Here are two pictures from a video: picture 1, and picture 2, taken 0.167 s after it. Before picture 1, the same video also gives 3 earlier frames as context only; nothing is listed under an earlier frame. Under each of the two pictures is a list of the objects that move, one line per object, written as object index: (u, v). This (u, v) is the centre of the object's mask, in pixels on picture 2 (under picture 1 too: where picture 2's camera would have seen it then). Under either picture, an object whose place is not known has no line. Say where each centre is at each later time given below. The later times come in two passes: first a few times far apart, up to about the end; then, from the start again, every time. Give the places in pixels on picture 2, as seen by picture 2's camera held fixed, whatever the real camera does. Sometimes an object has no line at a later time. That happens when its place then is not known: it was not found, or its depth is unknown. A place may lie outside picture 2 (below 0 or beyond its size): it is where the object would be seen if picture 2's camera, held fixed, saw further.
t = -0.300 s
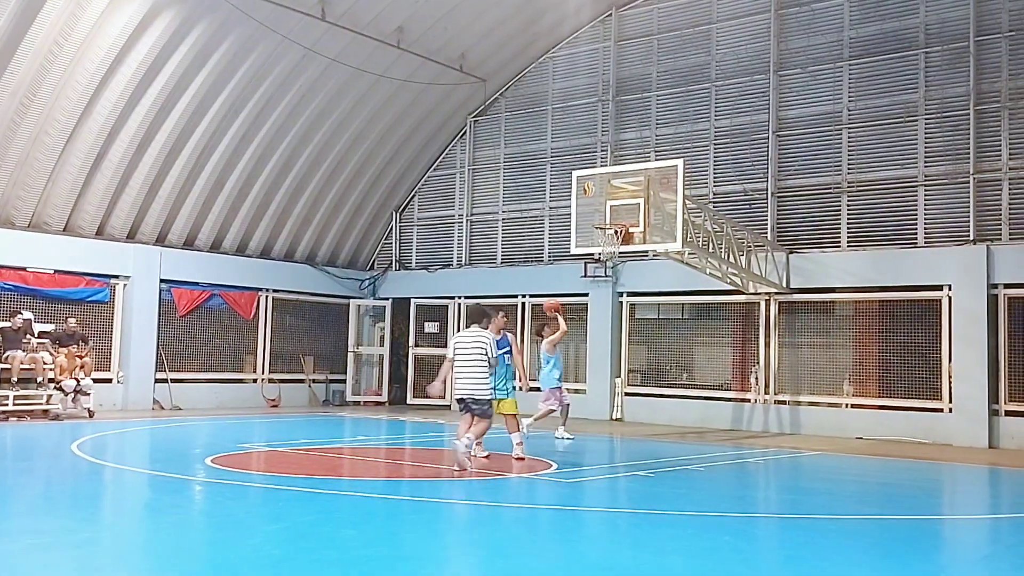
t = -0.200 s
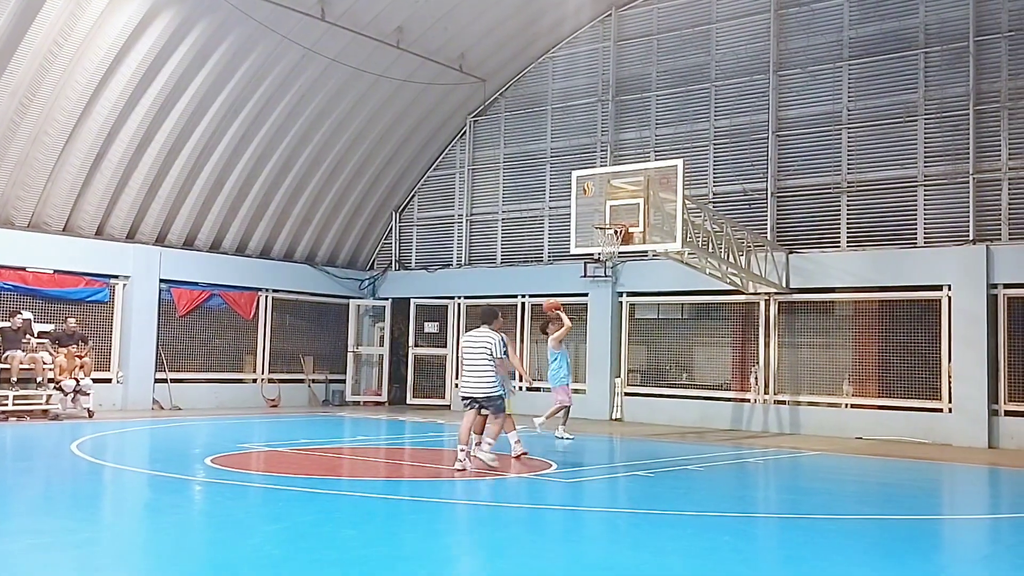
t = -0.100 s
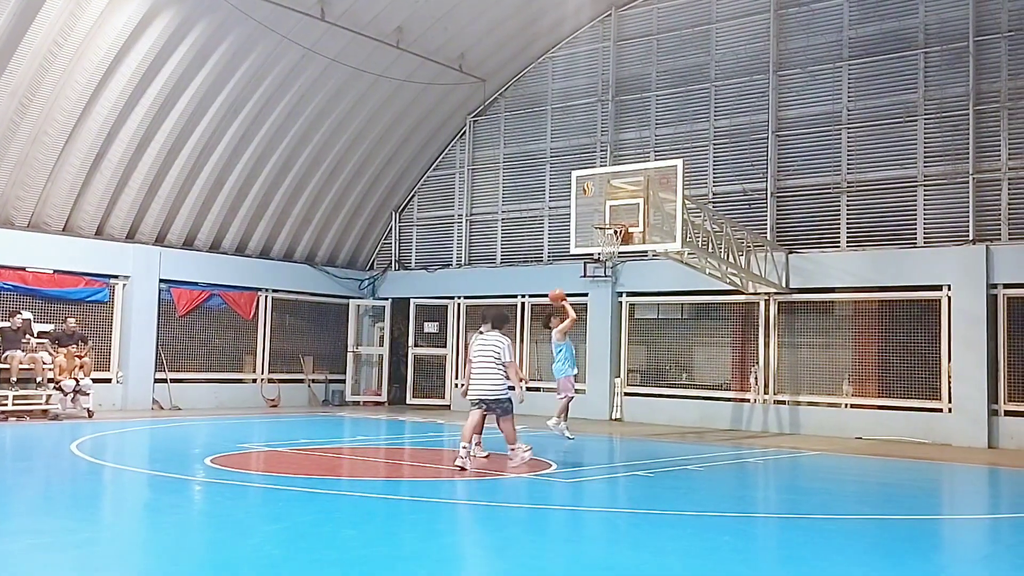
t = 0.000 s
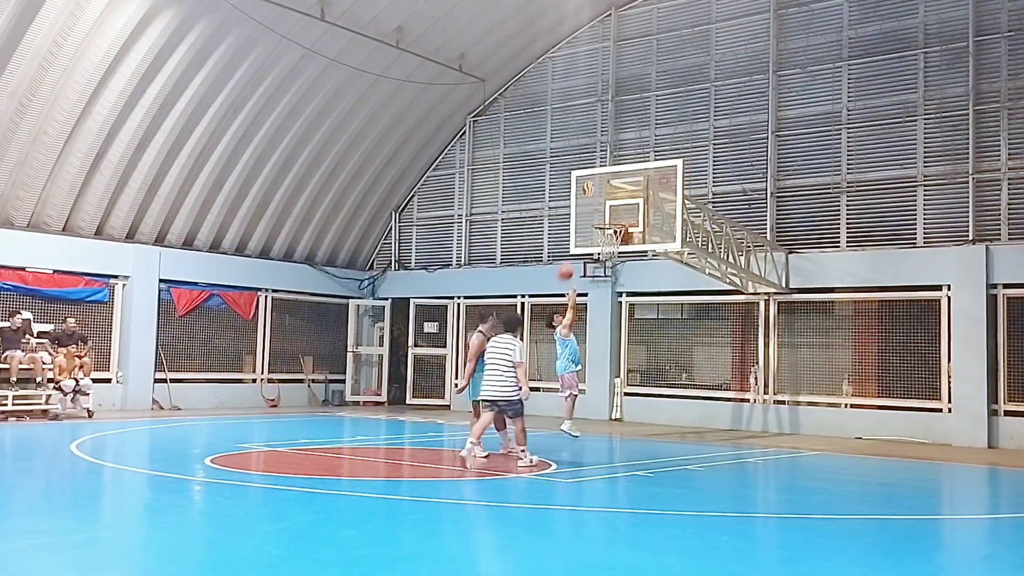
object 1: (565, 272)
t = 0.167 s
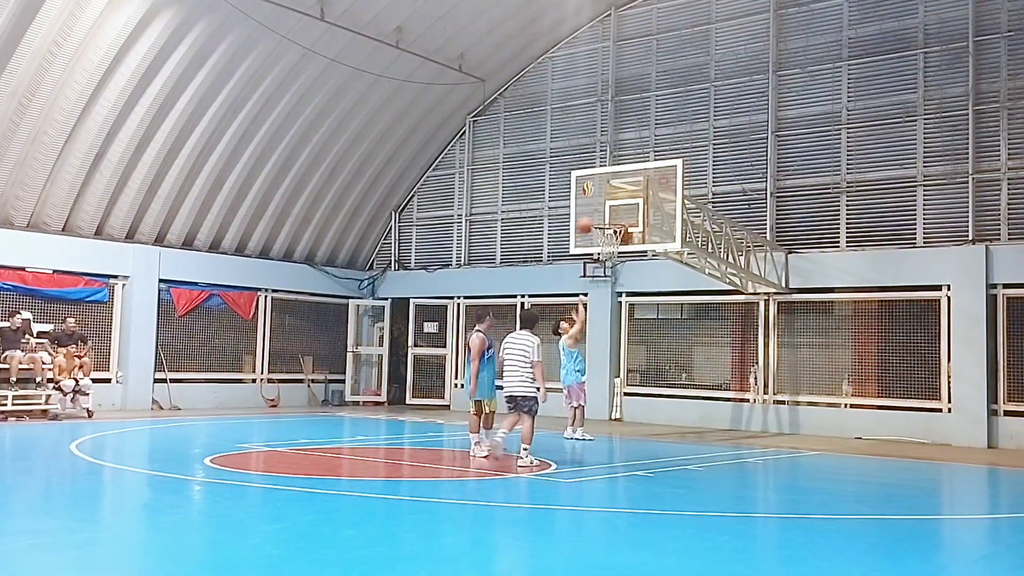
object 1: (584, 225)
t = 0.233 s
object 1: (588, 216)
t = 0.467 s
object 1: (596, 213)
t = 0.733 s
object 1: (603, 217)
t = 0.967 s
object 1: (614, 238)
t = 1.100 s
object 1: (615, 259)
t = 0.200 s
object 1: (587, 219)
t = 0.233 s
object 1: (588, 216)
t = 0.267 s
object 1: (590, 214)
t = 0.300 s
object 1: (590, 212)
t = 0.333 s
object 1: (591, 211)
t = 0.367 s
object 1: (593, 210)
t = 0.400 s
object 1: (594, 211)
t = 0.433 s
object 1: (594, 212)
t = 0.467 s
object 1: (596, 213)
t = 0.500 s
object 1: (596, 215)
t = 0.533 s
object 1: (597, 217)
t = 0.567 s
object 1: (598, 216)
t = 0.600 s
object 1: (599, 215)
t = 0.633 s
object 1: (600, 214)
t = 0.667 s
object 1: (601, 215)
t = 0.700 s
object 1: (602, 215)
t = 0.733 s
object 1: (603, 217)
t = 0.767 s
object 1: (605, 218)
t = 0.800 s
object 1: (606, 222)
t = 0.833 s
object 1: (607, 224)
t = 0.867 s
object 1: (608, 227)
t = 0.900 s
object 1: (611, 230)
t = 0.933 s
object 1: (612, 232)
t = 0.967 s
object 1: (614, 238)
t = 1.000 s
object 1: (614, 243)
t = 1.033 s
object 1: (616, 249)
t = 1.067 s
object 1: (615, 254)
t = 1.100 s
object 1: (615, 259)
